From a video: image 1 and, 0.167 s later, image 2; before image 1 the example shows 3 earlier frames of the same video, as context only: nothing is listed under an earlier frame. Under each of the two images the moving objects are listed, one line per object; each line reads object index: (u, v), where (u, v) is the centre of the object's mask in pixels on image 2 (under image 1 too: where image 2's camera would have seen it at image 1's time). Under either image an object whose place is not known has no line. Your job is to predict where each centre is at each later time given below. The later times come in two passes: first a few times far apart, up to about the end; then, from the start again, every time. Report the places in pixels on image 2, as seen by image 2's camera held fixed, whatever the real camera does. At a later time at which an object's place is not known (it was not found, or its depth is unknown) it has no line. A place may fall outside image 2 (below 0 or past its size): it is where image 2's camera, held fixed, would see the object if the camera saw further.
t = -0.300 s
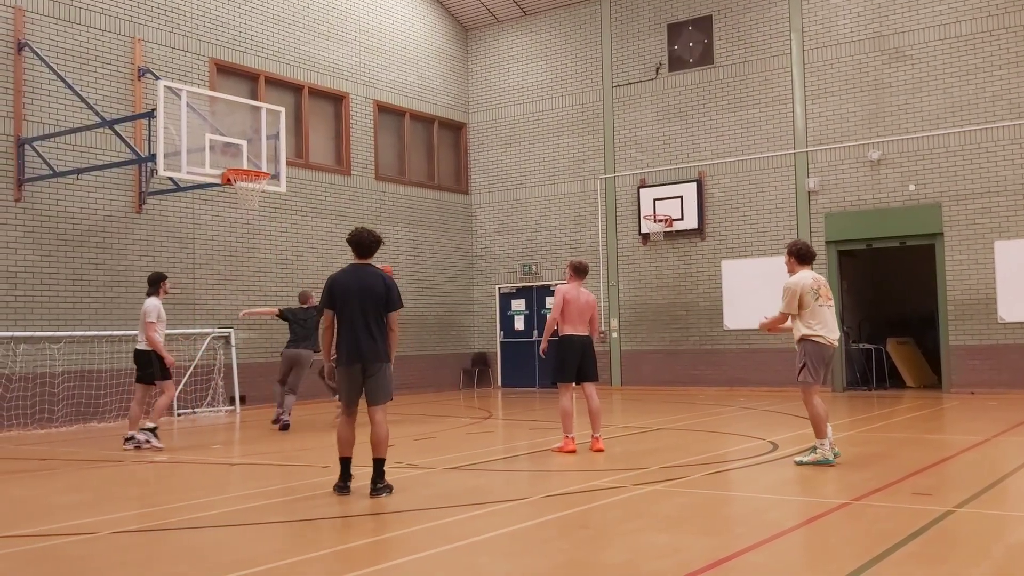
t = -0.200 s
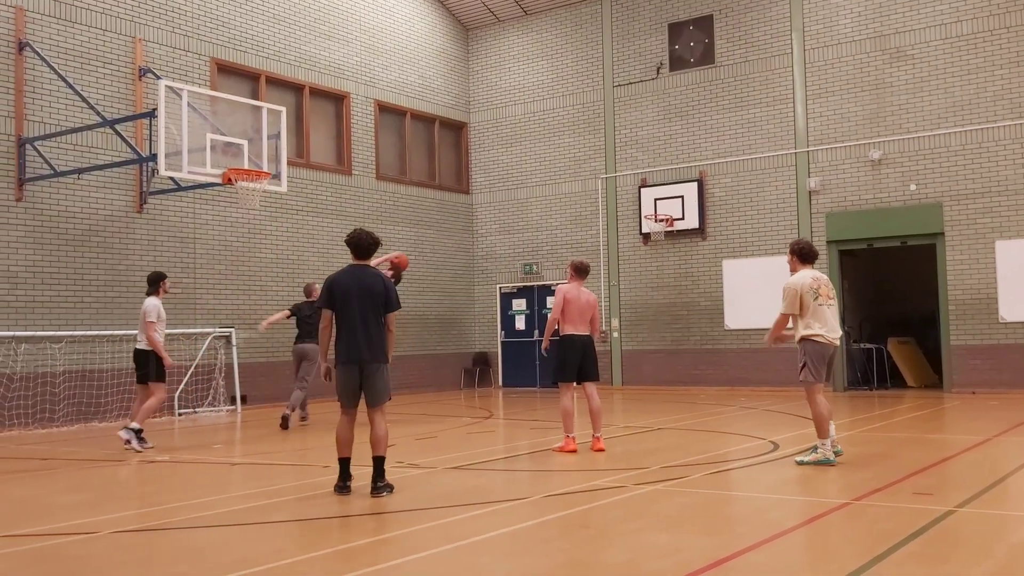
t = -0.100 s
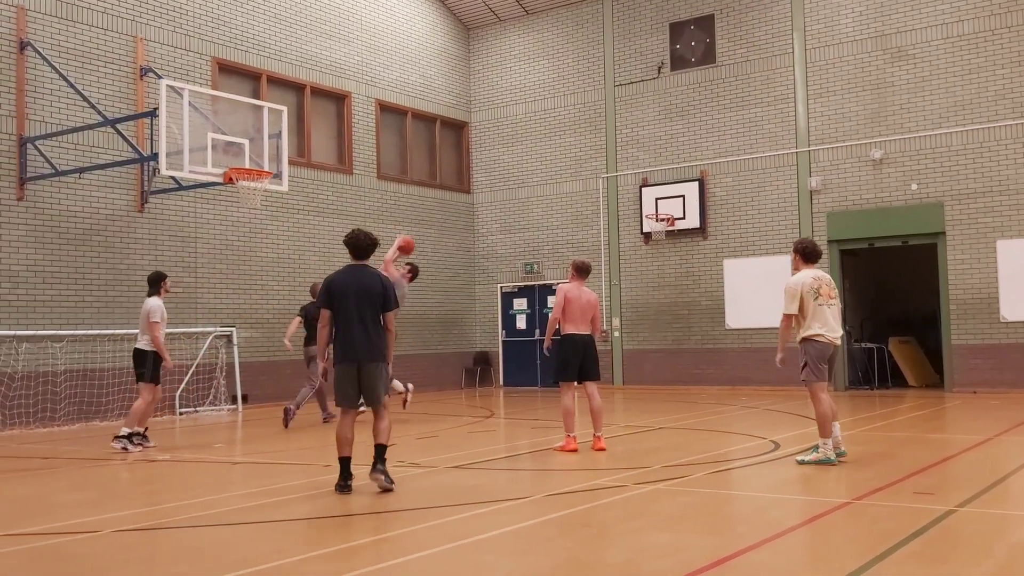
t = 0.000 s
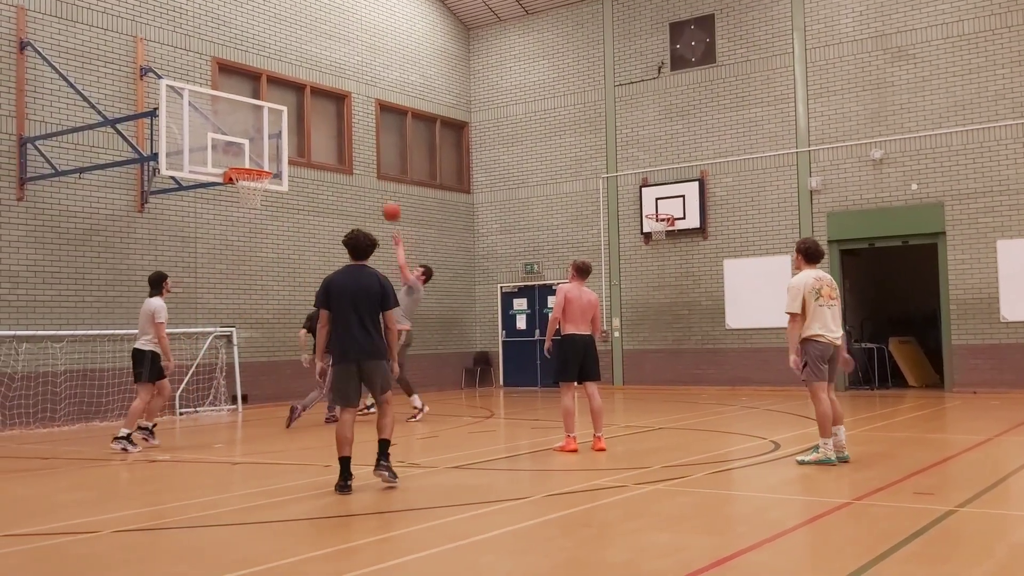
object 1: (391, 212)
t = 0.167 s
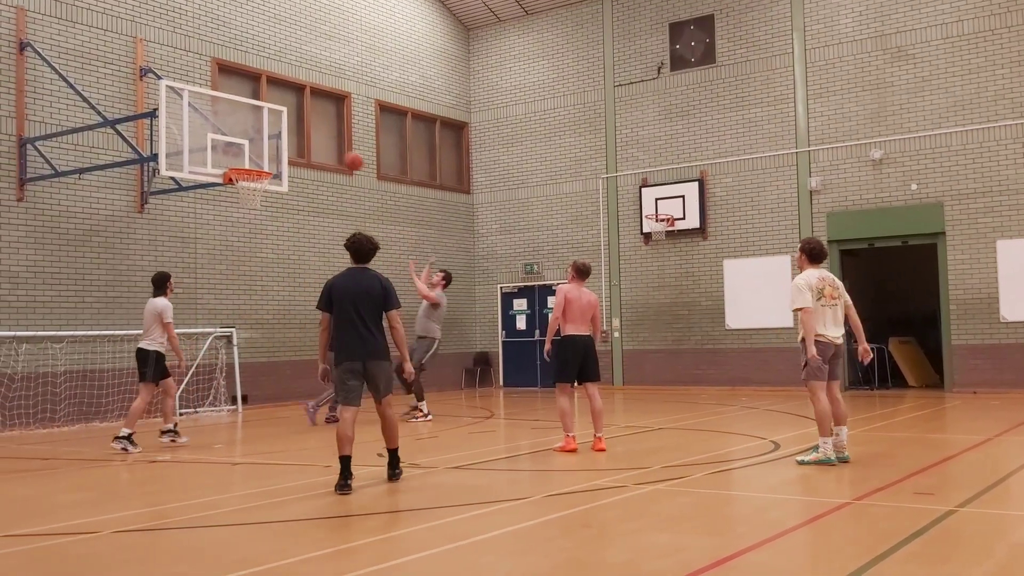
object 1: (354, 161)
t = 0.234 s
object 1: (338, 146)
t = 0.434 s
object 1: (293, 123)
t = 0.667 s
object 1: (278, 133)
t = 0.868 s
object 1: (283, 167)
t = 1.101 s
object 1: (329, 188)
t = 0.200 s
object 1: (346, 154)
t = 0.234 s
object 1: (338, 146)
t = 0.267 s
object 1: (331, 141)
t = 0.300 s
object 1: (323, 135)
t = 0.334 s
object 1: (315, 131)
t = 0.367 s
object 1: (308, 127)
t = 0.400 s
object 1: (300, 124)
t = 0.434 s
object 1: (293, 123)
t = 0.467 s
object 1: (285, 122)
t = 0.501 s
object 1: (281, 122)
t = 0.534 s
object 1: (280, 122)
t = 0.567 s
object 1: (280, 123)
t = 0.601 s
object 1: (280, 125)
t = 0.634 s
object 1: (279, 128)
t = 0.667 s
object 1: (278, 133)
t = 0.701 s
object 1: (278, 137)
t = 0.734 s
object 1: (278, 143)
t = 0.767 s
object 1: (277, 150)
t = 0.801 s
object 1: (277, 158)
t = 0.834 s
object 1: (277, 166)
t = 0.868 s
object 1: (283, 167)
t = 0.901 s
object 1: (289, 166)
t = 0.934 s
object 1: (297, 167)
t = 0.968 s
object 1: (302, 169)
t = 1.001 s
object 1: (309, 172)
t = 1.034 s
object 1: (316, 176)
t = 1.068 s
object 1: (323, 181)
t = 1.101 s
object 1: (329, 188)
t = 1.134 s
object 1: (336, 193)
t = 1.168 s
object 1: (343, 201)
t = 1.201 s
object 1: (350, 209)
